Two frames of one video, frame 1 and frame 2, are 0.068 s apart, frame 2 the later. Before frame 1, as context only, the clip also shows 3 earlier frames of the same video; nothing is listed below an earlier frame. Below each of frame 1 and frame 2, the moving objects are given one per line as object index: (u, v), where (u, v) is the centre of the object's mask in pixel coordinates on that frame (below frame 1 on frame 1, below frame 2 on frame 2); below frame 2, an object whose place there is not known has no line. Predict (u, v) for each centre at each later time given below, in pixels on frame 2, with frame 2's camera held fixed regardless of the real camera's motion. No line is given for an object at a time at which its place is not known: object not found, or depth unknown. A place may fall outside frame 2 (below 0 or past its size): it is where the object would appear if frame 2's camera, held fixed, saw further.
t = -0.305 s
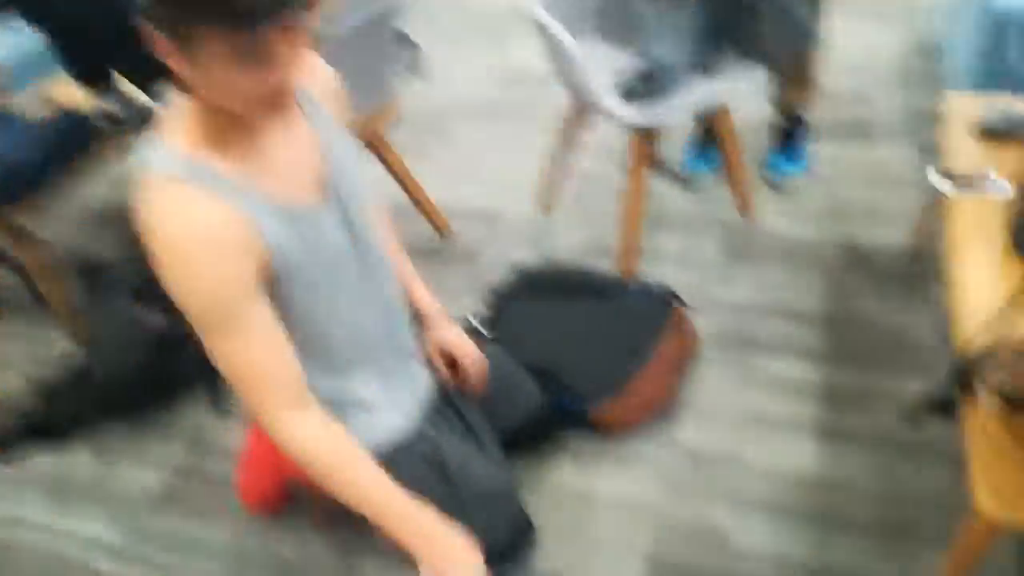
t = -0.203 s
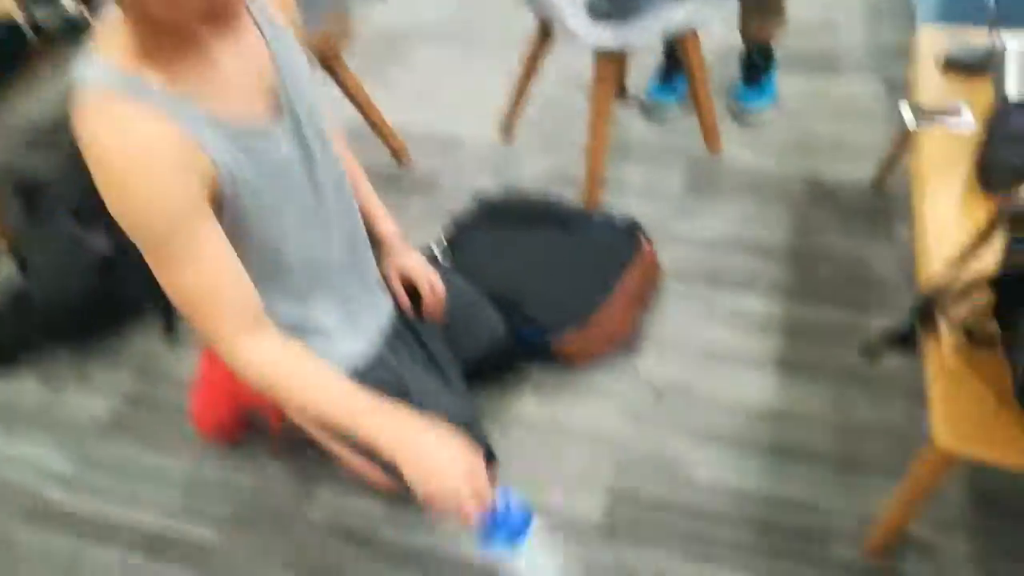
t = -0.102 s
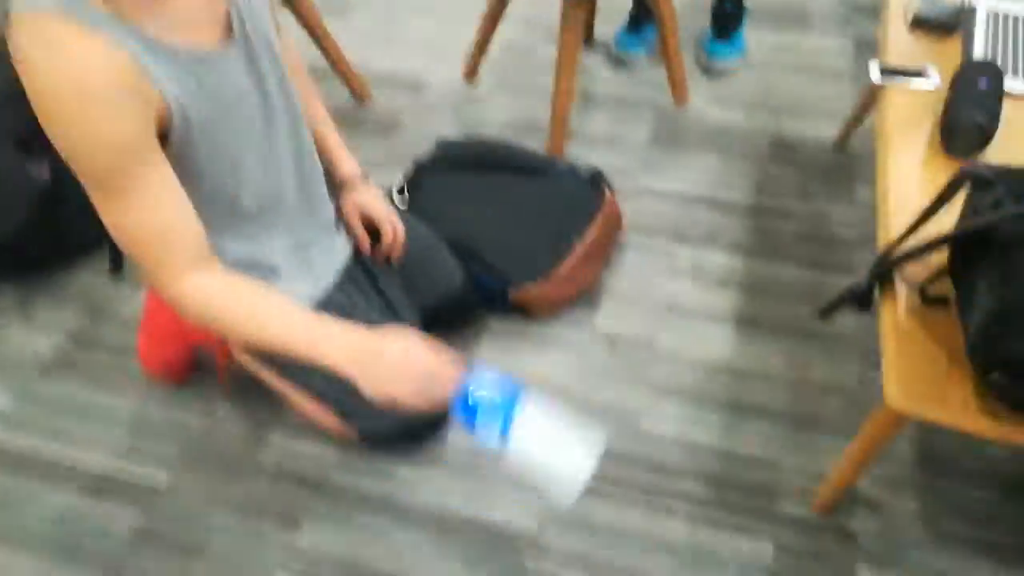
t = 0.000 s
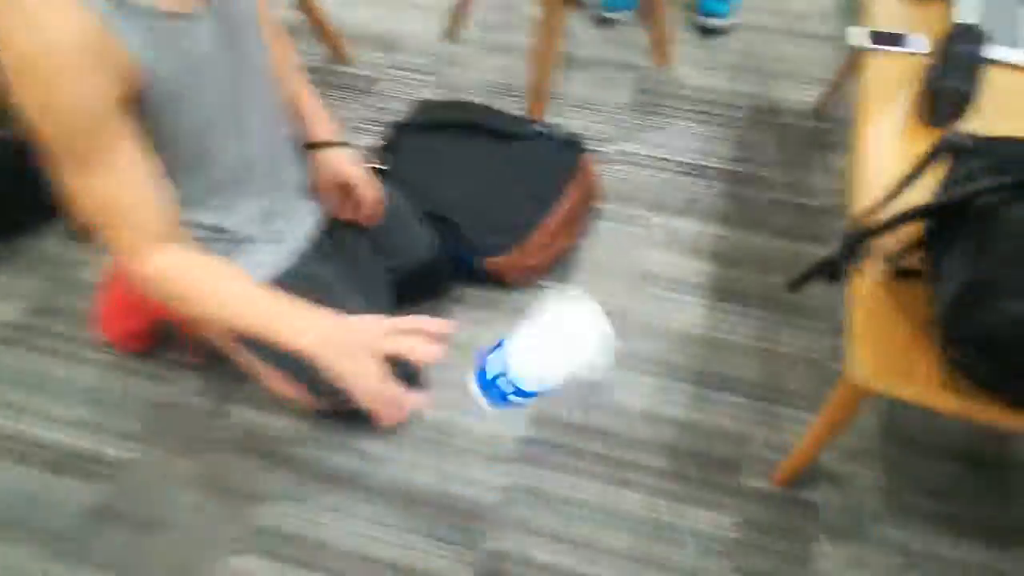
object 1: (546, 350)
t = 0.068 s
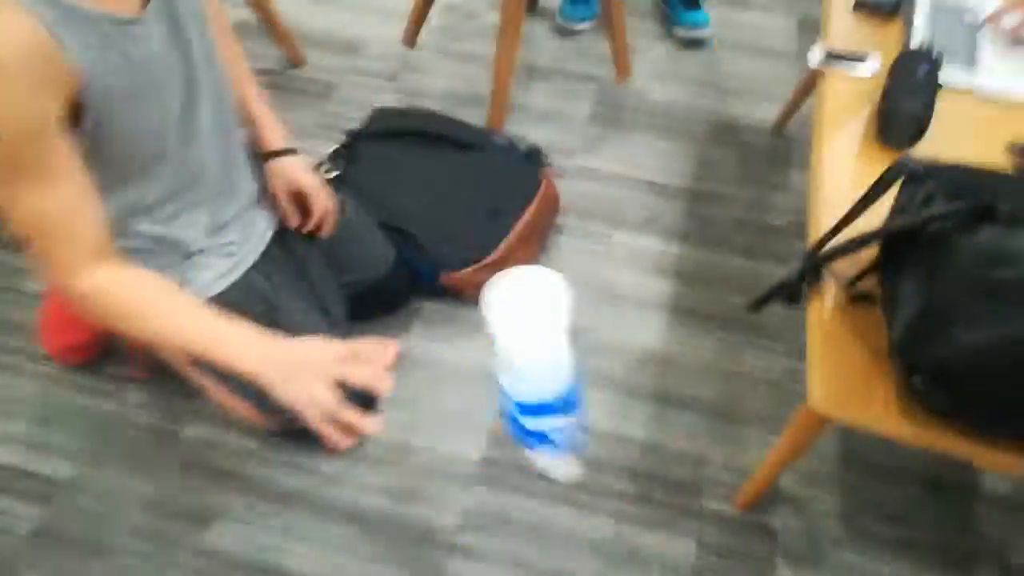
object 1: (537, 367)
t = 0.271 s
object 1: (608, 474)
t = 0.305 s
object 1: (611, 509)
